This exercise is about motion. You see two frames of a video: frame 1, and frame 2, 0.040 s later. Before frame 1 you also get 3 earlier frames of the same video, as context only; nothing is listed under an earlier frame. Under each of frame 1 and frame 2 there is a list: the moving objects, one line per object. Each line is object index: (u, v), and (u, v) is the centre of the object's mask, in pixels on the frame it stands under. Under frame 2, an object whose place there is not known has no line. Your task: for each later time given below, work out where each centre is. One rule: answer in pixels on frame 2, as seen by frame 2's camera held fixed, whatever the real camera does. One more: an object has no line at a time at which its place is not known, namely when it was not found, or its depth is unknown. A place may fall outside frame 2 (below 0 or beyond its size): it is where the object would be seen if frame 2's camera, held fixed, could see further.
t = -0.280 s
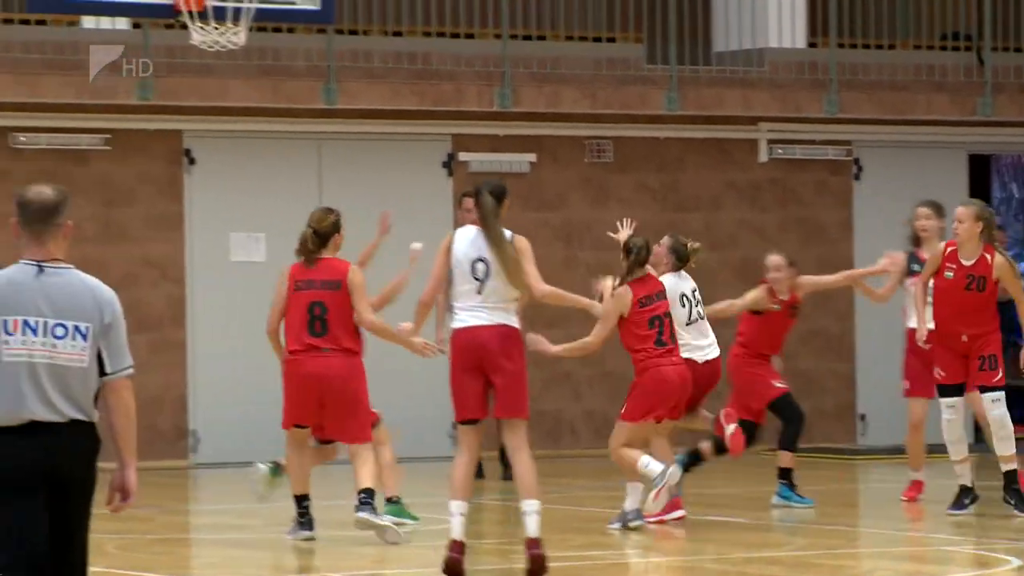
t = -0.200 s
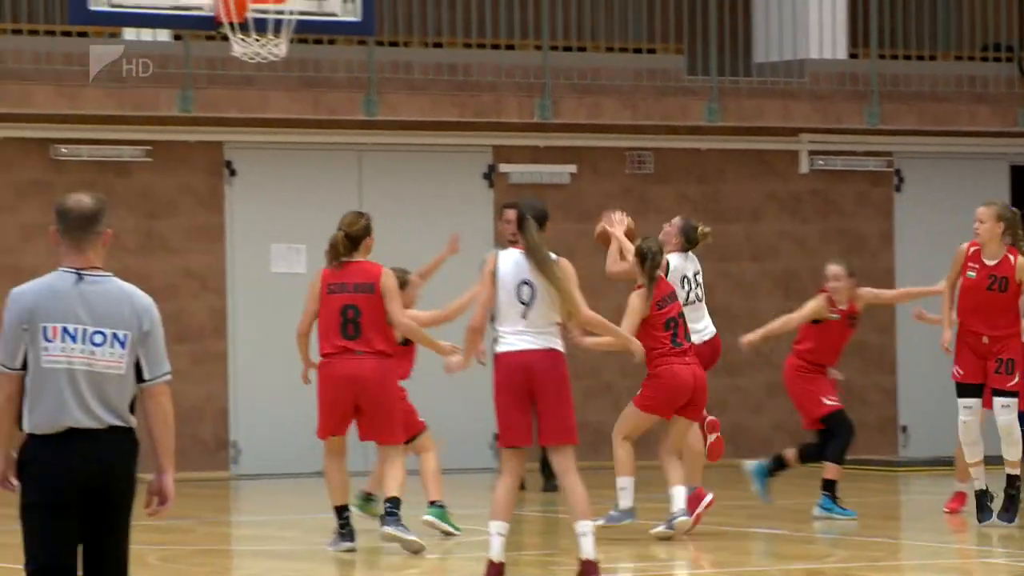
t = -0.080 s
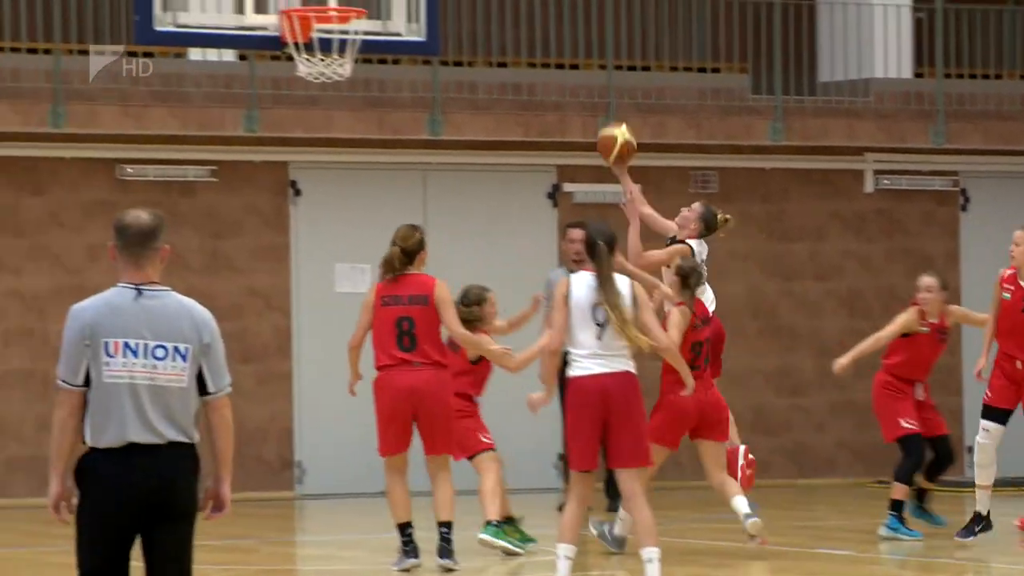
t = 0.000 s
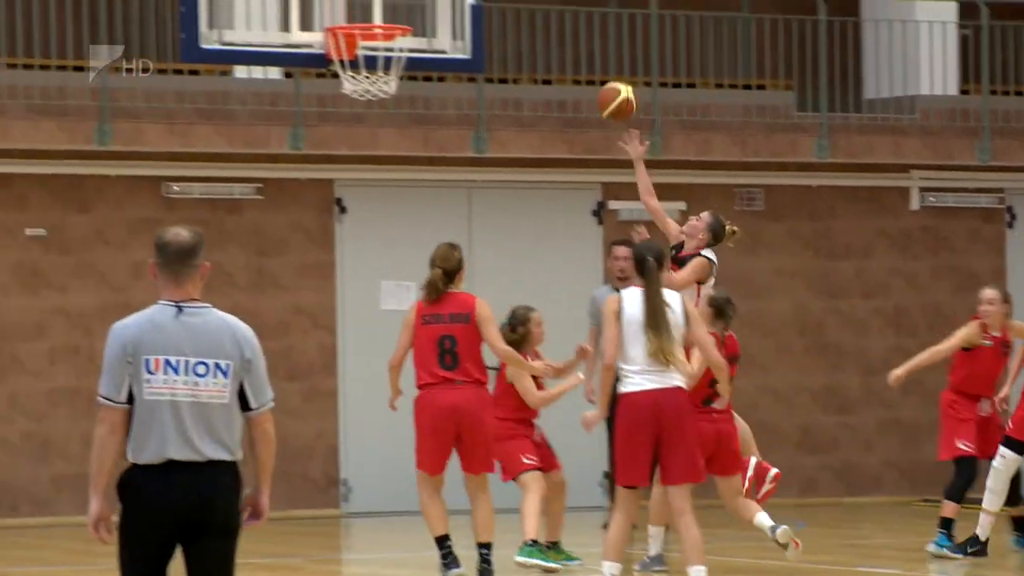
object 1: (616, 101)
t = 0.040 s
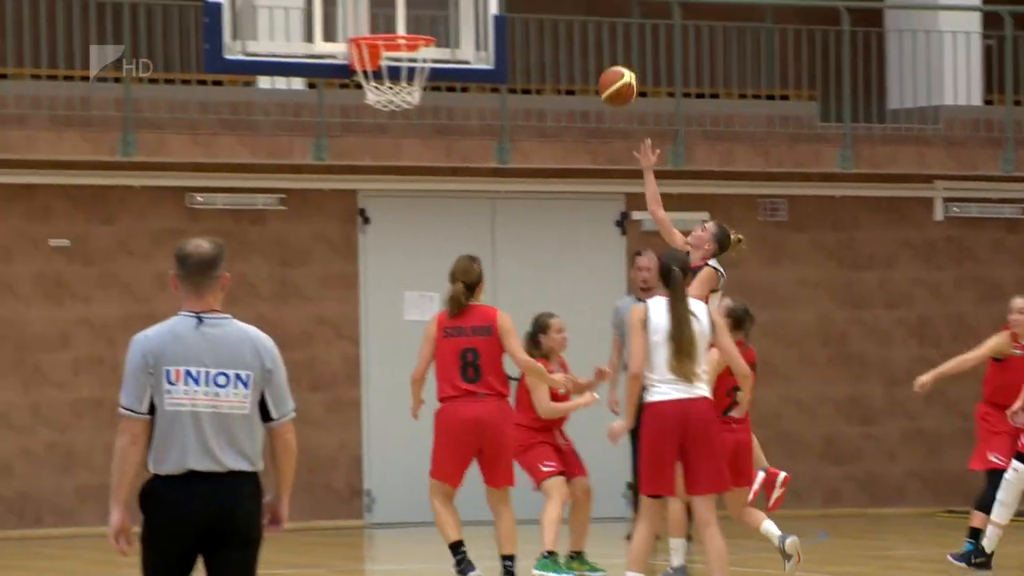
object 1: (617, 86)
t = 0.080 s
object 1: (594, 63)
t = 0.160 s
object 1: (549, 26)
